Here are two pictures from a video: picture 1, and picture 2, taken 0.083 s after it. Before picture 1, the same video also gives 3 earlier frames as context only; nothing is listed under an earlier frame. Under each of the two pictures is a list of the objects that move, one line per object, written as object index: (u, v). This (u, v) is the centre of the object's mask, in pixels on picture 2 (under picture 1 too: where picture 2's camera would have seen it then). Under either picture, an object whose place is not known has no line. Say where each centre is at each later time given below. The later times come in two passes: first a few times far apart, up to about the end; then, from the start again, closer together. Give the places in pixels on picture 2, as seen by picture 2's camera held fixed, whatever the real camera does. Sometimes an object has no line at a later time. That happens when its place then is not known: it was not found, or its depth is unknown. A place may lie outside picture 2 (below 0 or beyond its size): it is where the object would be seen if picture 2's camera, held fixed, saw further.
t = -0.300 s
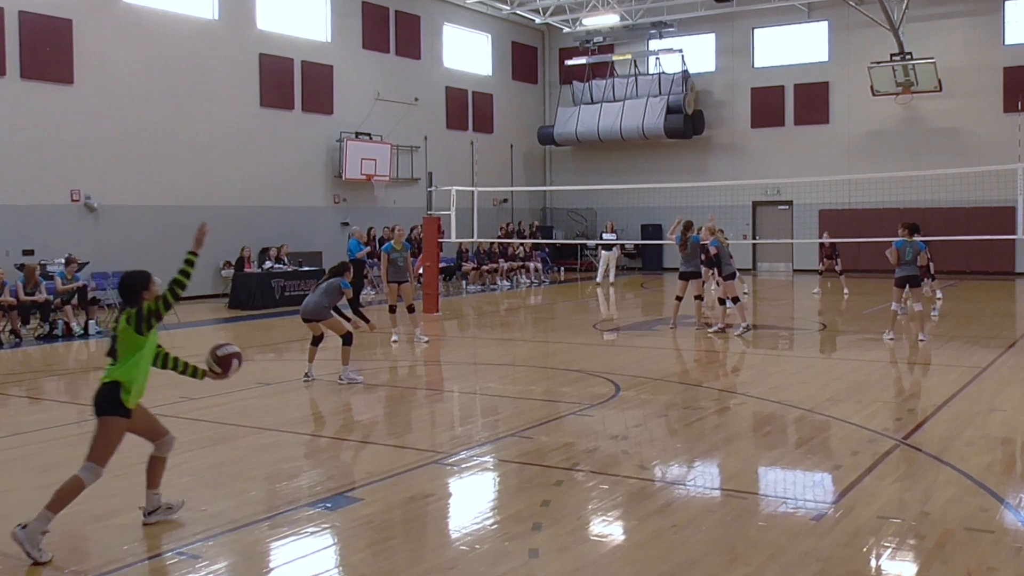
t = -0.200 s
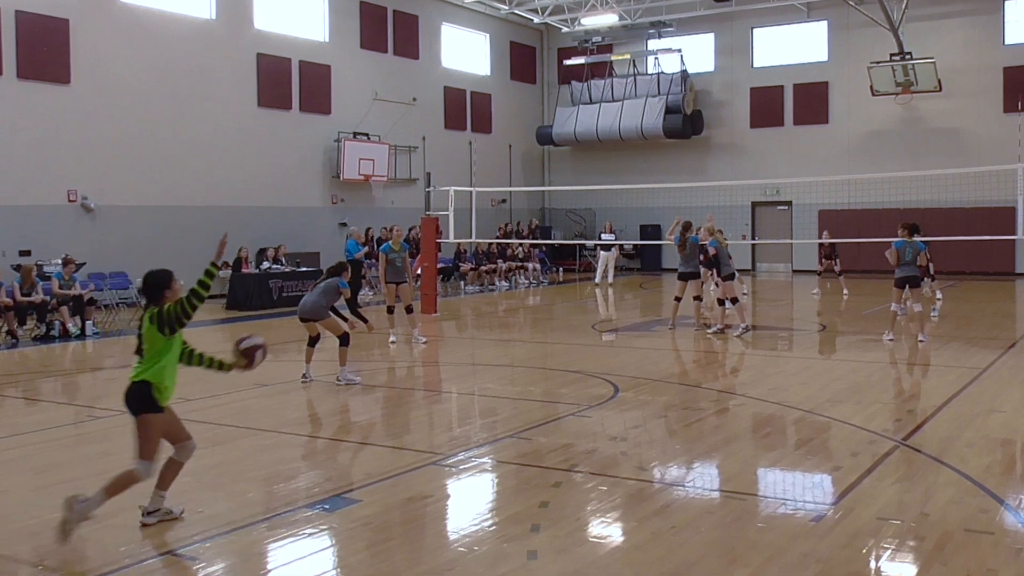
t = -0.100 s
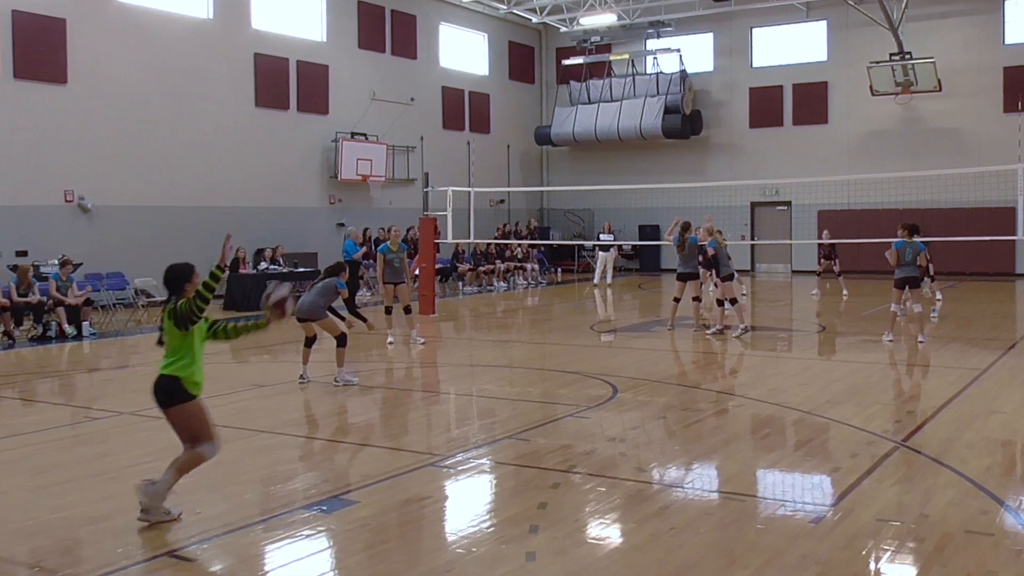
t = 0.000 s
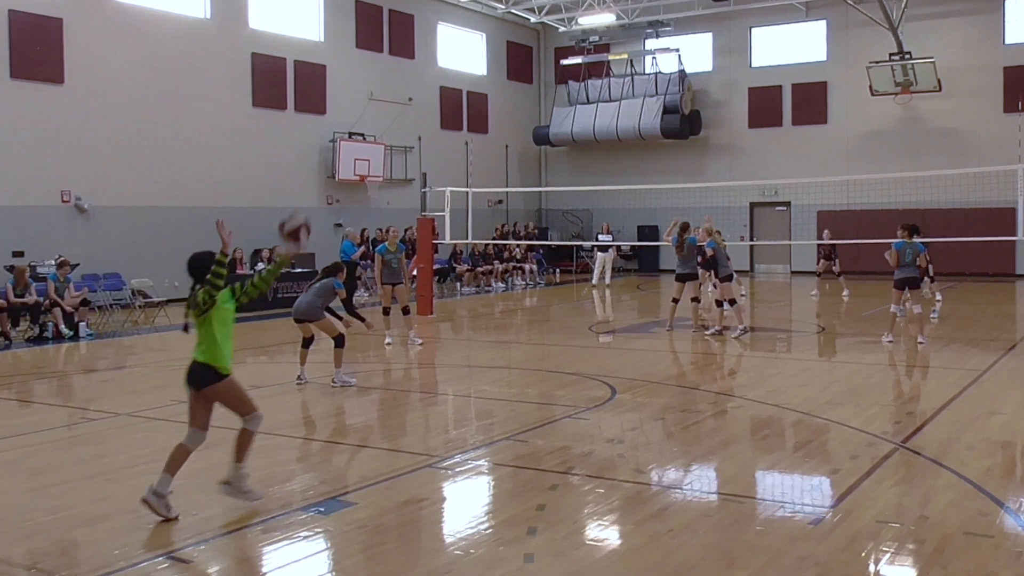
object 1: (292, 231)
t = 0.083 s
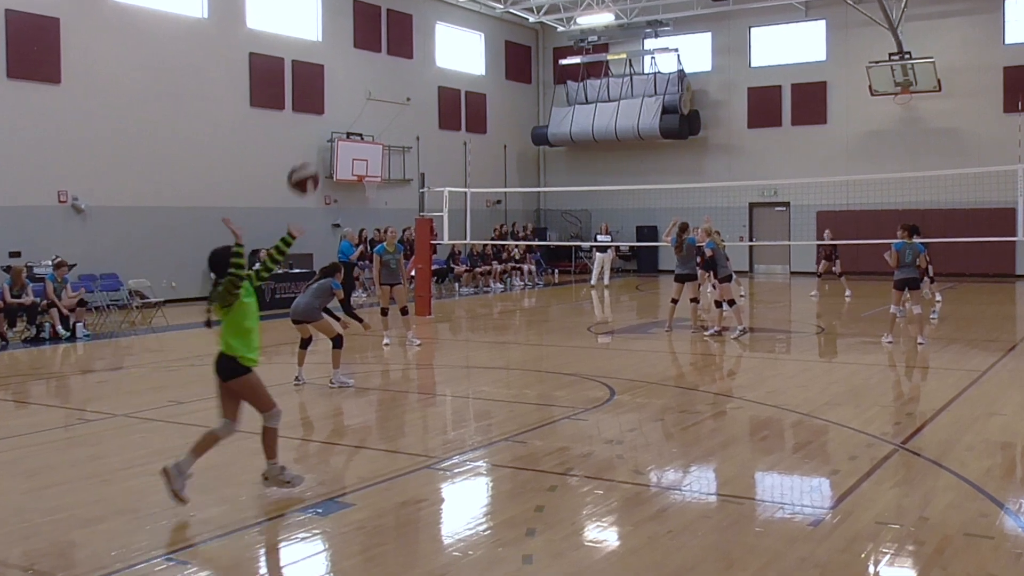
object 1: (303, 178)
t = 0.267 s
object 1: (324, 110)
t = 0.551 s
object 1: (353, 104)
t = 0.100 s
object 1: (306, 170)
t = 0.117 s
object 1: (308, 162)
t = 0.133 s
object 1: (311, 155)
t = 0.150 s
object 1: (312, 148)
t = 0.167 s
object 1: (314, 141)
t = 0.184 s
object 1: (316, 135)
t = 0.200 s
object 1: (318, 128)
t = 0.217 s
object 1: (319, 123)
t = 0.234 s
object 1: (322, 118)
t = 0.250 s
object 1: (322, 114)
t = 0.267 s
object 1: (324, 110)
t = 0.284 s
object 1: (324, 107)
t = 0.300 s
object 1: (327, 104)
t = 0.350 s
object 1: (332, 97)
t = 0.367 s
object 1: (334, 95)
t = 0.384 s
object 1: (335, 94)
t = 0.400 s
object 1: (337, 94)
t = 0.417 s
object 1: (339, 93)
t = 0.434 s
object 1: (341, 93)
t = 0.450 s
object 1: (343, 94)
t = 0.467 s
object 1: (345, 94)
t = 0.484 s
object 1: (346, 96)
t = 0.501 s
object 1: (348, 97)
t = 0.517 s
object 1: (349, 99)
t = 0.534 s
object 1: (351, 102)
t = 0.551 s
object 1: (353, 104)
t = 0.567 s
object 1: (354, 107)
